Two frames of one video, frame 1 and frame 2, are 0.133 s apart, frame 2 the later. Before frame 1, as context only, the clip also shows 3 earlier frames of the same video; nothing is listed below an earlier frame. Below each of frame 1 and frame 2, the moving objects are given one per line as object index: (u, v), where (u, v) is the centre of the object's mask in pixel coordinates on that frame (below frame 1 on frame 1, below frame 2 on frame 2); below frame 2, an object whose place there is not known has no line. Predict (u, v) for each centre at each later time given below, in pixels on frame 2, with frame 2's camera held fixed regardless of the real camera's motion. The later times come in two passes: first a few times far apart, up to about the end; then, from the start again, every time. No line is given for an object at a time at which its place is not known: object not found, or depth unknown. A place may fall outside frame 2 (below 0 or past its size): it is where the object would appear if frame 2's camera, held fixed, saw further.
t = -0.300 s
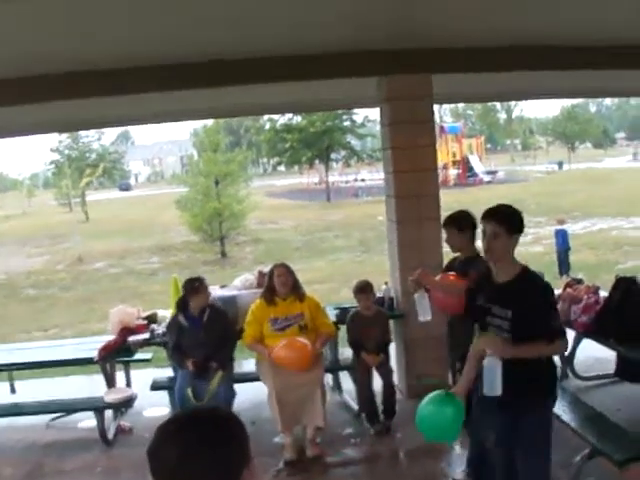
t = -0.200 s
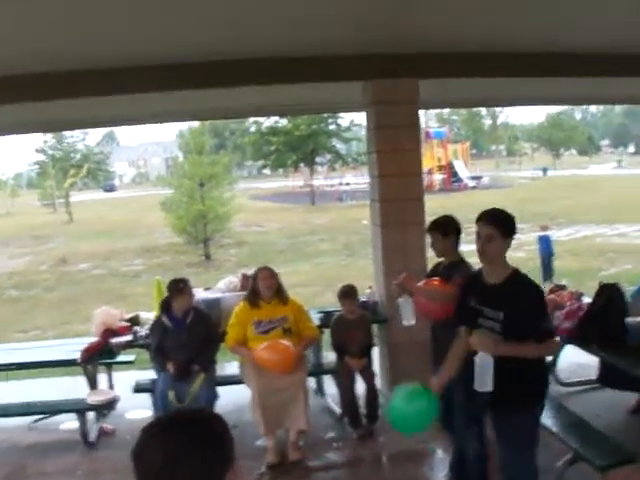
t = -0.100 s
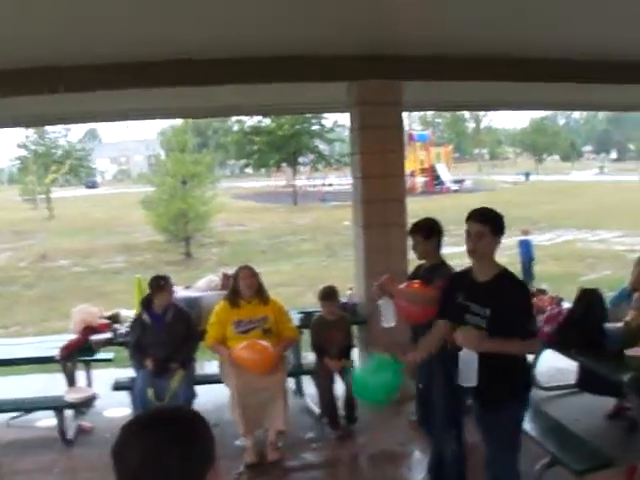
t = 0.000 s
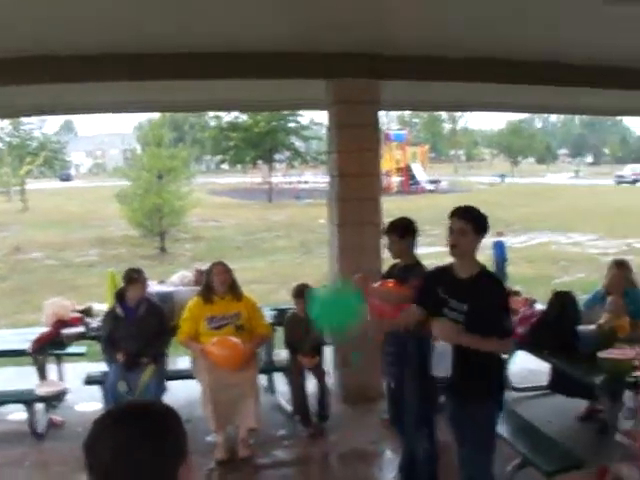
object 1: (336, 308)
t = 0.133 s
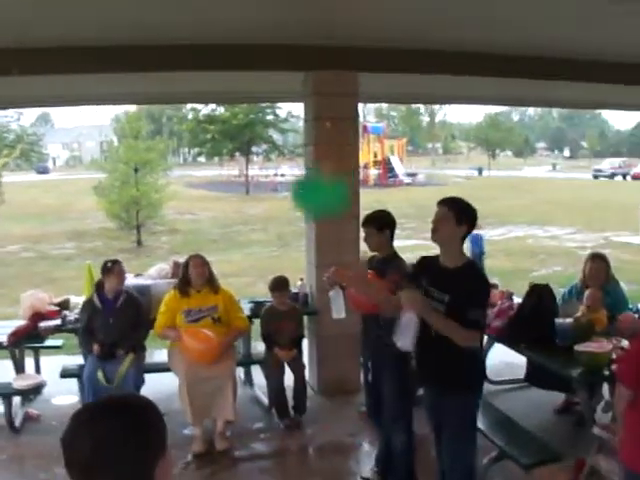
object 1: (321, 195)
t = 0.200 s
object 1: (325, 156)
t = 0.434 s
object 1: (342, 84)
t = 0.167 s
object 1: (323, 175)
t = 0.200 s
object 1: (325, 156)
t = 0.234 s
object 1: (327, 140)
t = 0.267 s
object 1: (330, 126)
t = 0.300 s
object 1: (333, 114)
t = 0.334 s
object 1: (334, 107)
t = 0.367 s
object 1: (337, 96)
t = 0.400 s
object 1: (339, 89)
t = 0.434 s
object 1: (342, 84)
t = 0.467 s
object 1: (345, 79)
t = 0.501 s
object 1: (347, 77)
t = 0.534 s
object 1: (349, 74)
